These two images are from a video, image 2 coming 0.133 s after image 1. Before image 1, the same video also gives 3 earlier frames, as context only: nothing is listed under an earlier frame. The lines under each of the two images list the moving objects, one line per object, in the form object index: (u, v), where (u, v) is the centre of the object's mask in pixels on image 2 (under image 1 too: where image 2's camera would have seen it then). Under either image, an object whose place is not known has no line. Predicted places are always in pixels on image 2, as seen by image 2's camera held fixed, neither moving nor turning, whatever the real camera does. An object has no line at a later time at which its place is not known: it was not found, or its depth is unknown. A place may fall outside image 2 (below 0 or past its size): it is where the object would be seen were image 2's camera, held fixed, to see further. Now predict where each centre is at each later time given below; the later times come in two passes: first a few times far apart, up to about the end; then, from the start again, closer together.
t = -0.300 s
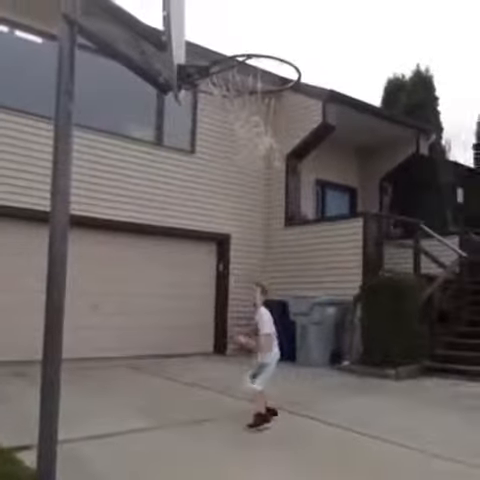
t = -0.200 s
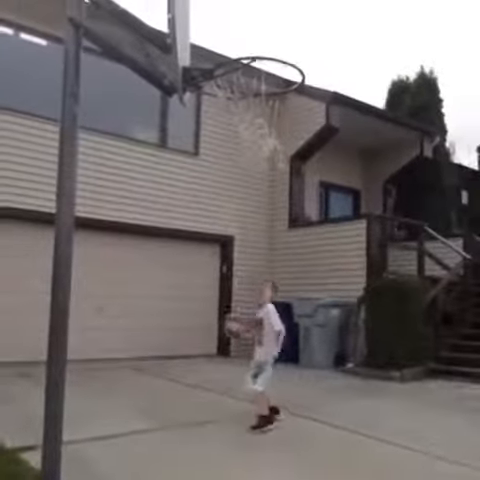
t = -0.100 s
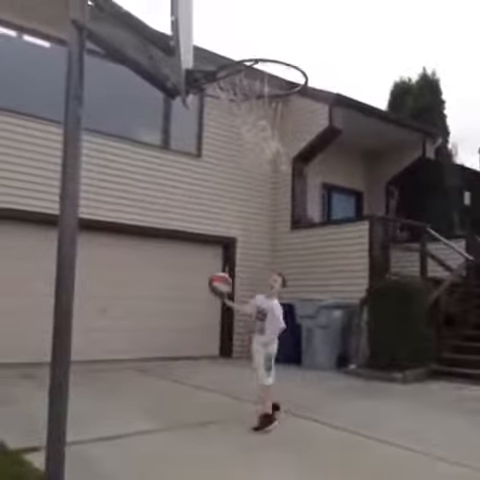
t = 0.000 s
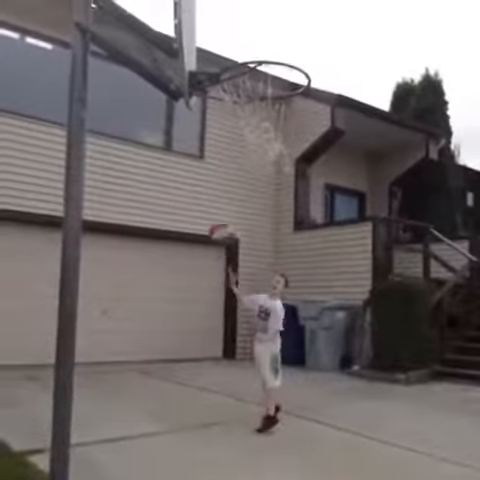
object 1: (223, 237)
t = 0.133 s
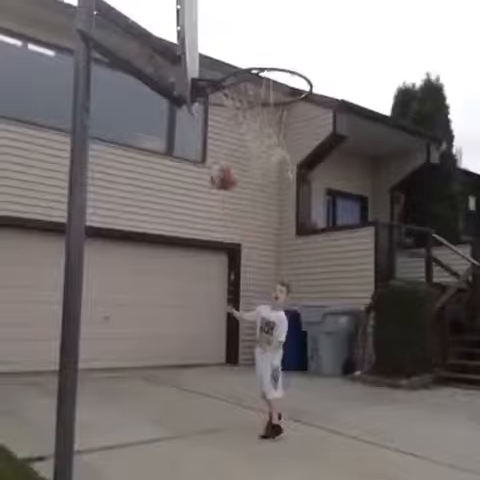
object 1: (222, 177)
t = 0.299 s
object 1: (221, 116)
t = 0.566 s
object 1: (226, 52)
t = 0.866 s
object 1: (283, 103)
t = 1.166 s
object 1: (289, 165)
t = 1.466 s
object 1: (295, 319)
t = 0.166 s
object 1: (222, 166)
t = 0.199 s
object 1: (221, 152)
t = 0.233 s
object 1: (221, 139)
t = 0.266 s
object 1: (221, 126)
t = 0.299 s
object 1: (221, 116)
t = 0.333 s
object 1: (217, 107)
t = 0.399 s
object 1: (216, 72)
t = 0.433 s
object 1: (217, 69)
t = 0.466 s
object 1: (218, 65)
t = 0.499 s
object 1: (217, 63)
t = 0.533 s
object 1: (219, 58)
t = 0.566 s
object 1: (226, 52)
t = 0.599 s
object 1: (232, 50)
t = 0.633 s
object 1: (238, 49)
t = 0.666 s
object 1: (244, 50)
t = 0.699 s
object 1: (251, 52)
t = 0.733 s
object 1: (259, 55)
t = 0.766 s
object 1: (267, 60)
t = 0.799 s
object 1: (277, 66)
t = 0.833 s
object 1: (282, 83)
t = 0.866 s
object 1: (283, 103)
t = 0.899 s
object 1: (285, 127)
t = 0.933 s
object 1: (285, 147)
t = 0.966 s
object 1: (284, 149)
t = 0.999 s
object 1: (285, 148)
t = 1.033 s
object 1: (285, 148)
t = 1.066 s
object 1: (286, 151)
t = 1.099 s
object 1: (286, 153)
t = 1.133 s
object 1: (287, 158)
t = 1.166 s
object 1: (289, 165)
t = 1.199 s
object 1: (290, 174)
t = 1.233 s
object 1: (290, 185)
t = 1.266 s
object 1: (292, 198)
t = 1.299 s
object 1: (293, 213)
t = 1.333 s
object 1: (293, 228)
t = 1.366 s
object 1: (295, 249)
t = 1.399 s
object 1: (295, 269)
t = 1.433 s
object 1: (295, 294)
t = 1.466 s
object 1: (295, 319)
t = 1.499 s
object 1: (295, 347)
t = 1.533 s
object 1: (296, 374)
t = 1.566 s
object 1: (297, 407)
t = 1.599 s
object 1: (298, 439)
